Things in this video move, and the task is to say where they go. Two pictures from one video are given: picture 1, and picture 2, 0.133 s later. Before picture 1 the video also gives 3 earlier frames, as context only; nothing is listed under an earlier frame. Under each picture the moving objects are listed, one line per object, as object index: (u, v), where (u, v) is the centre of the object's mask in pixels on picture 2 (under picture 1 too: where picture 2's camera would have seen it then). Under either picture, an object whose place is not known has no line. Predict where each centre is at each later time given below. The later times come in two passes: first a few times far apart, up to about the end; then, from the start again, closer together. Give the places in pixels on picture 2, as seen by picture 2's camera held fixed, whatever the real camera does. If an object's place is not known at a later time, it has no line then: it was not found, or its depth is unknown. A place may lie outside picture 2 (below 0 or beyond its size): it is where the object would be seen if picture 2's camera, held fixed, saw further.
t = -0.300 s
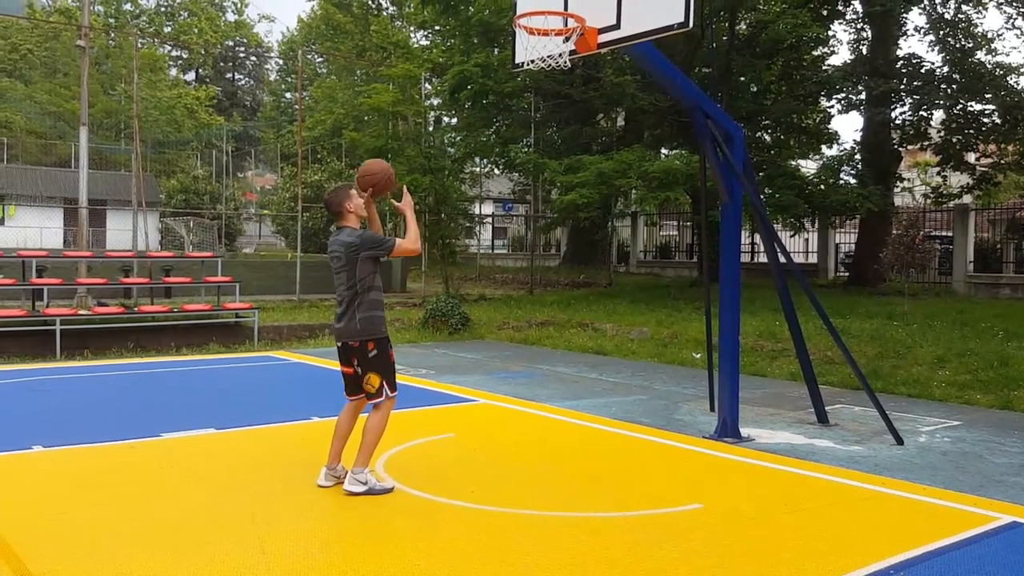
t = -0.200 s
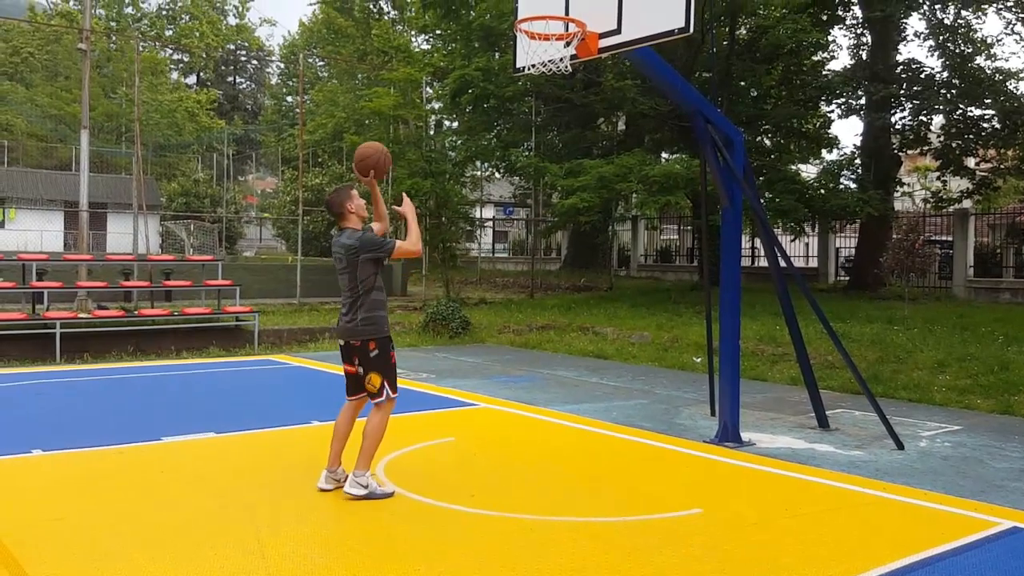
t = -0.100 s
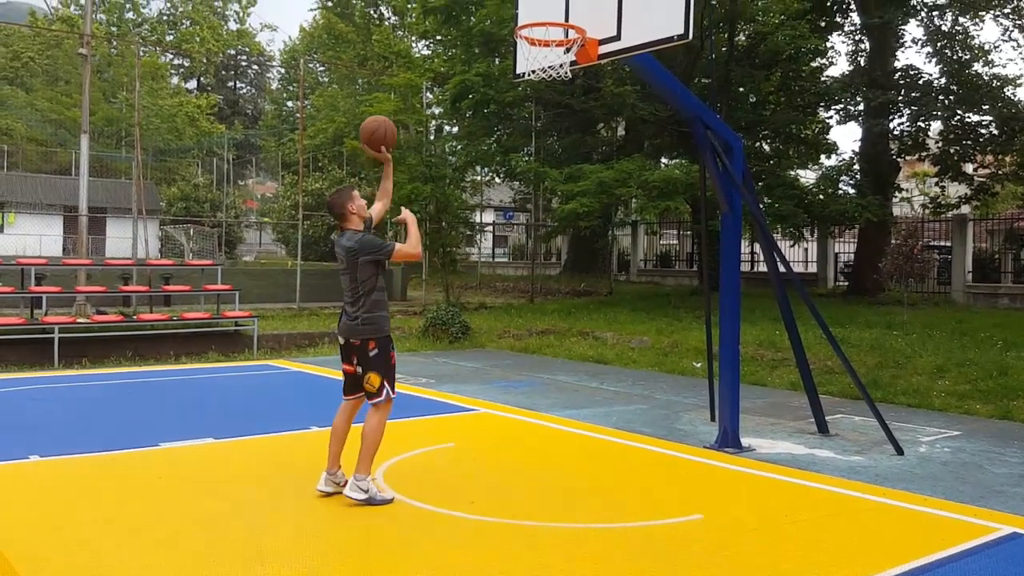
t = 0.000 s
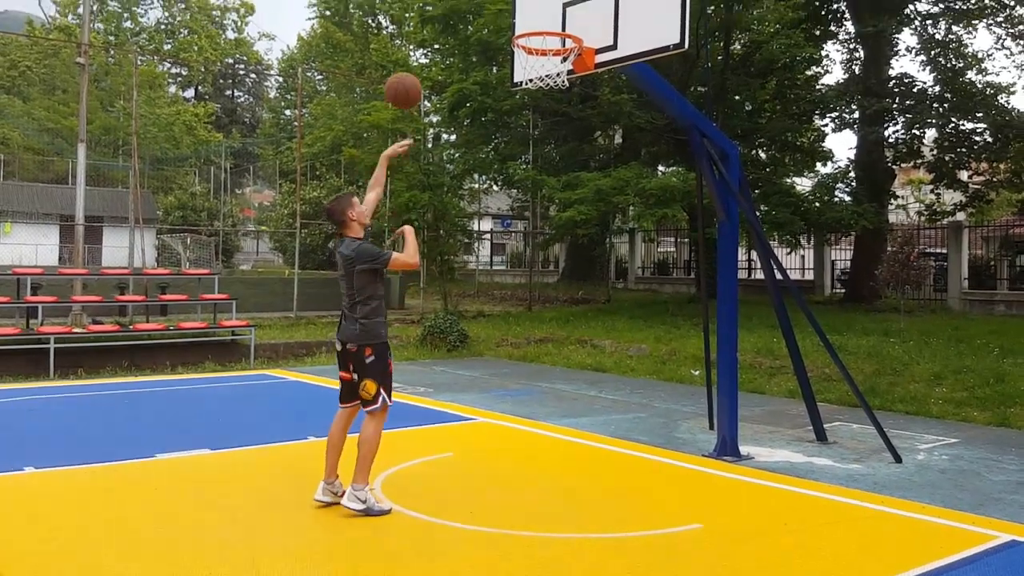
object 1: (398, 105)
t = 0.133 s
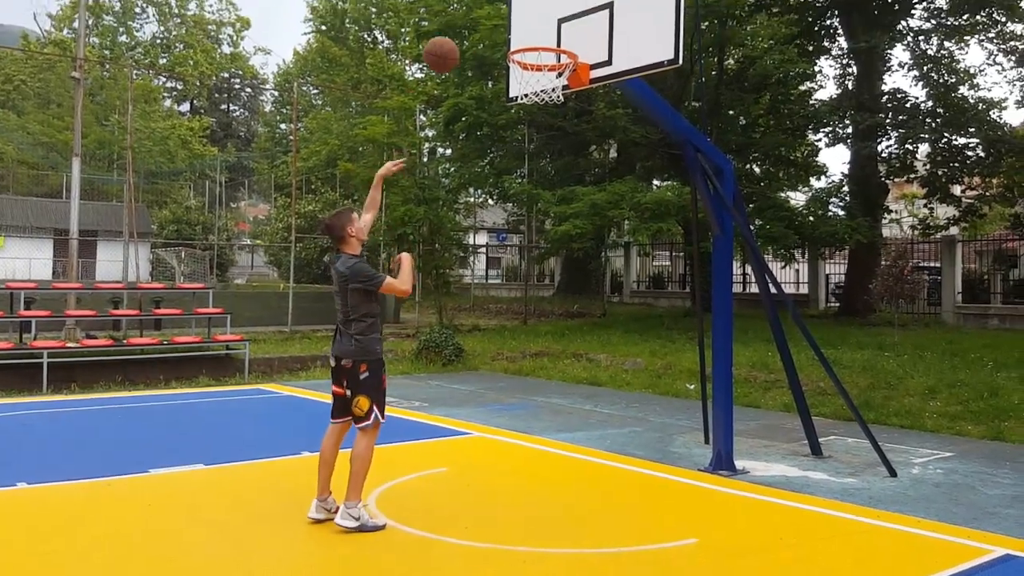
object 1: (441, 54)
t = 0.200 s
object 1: (461, 39)
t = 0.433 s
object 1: (529, 34)
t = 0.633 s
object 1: (536, 74)
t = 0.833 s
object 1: (521, 87)
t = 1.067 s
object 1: (516, 154)
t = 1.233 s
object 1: (512, 249)
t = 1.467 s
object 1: (502, 448)
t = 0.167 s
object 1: (451, 46)
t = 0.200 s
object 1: (461, 39)
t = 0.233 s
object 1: (471, 35)
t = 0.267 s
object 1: (481, 31)
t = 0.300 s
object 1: (491, 29)
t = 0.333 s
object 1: (501, 28)
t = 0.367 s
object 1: (510, 30)
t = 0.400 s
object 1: (520, 32)
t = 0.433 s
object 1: (529, 34)
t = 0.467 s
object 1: (539, 40)
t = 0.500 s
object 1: (548, 51)
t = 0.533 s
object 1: (554, 58)
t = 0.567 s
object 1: (549, 64)
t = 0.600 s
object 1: (543, 67)
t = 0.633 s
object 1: (536, 74)
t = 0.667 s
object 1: (530, 79)
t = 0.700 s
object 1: (525, 79)
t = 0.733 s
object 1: (523, 79)
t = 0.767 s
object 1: (523, 85)
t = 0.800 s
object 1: (522, 84)
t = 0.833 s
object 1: (521, 87)
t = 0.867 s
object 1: (521, 90)
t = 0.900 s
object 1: (520, 97)
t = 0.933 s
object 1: (519, 105)
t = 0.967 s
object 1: (519, 115)
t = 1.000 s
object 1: (518, 127)
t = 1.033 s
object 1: (517, 140)
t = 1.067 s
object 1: (516, 154)
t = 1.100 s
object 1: (515, 170)
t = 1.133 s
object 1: (514, 187)
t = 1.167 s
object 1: (513, 206)
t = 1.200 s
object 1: (513, 227)
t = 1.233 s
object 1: (512, 249)
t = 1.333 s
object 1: (508, 325)
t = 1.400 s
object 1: (505, 383)
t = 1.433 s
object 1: (504, 415)
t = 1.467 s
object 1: (502, 448)
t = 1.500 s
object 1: (501, 483)
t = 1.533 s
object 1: (502, 461)
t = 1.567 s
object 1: (503, 437)
